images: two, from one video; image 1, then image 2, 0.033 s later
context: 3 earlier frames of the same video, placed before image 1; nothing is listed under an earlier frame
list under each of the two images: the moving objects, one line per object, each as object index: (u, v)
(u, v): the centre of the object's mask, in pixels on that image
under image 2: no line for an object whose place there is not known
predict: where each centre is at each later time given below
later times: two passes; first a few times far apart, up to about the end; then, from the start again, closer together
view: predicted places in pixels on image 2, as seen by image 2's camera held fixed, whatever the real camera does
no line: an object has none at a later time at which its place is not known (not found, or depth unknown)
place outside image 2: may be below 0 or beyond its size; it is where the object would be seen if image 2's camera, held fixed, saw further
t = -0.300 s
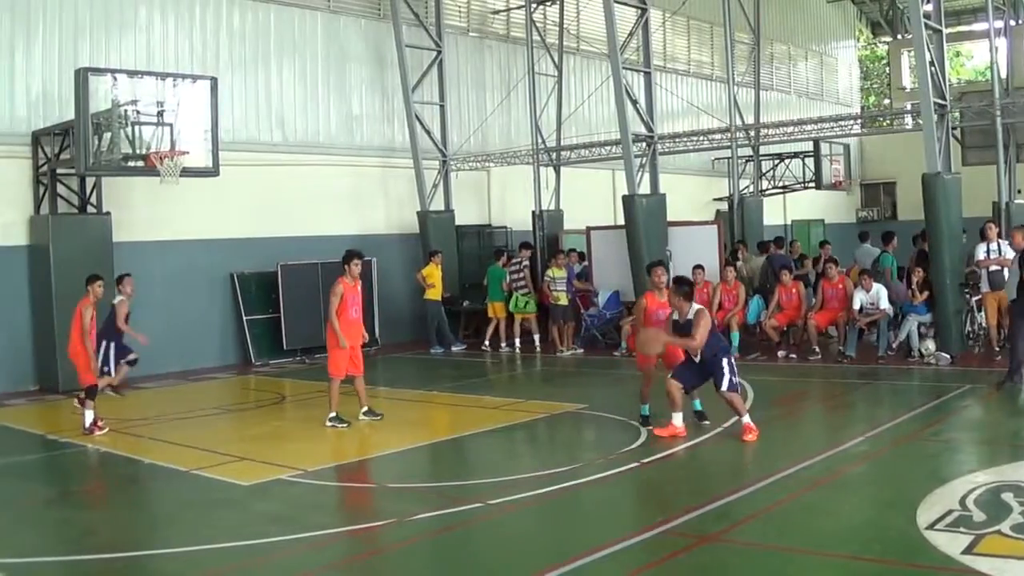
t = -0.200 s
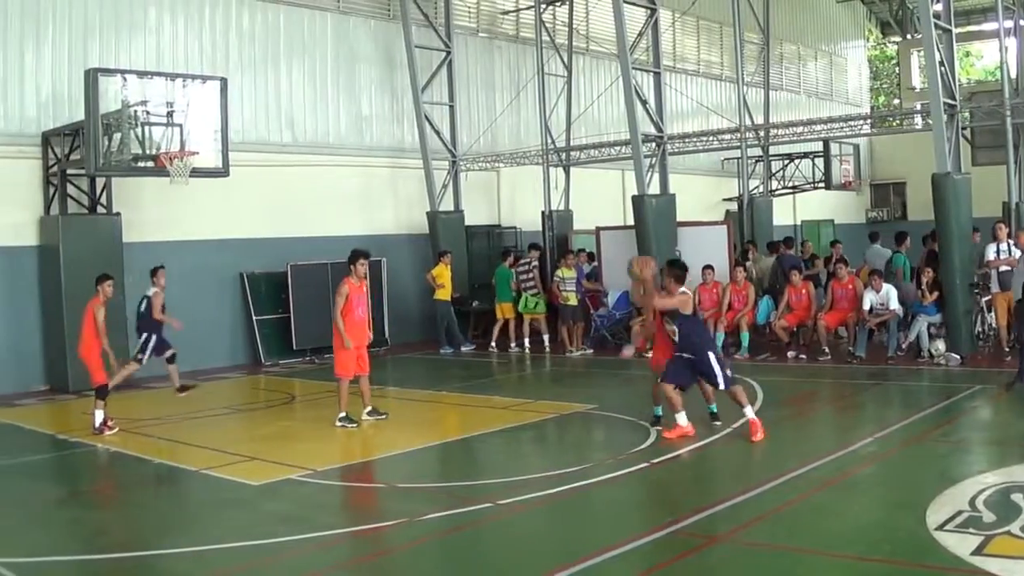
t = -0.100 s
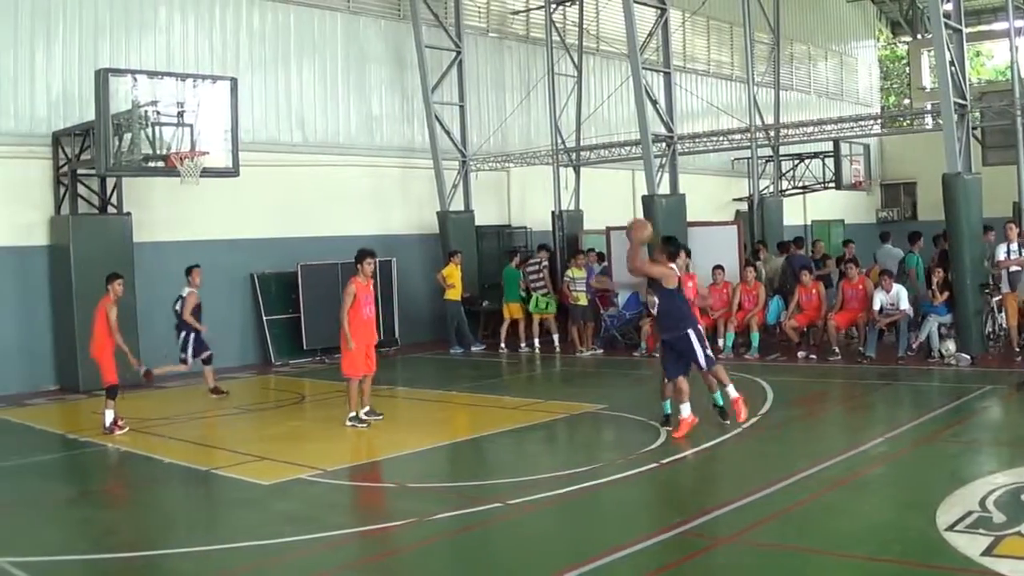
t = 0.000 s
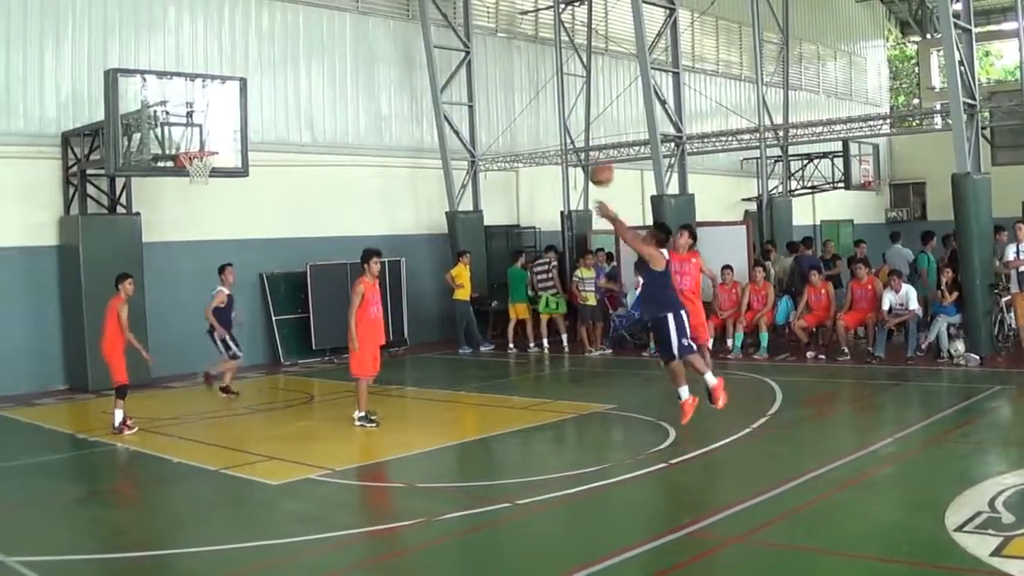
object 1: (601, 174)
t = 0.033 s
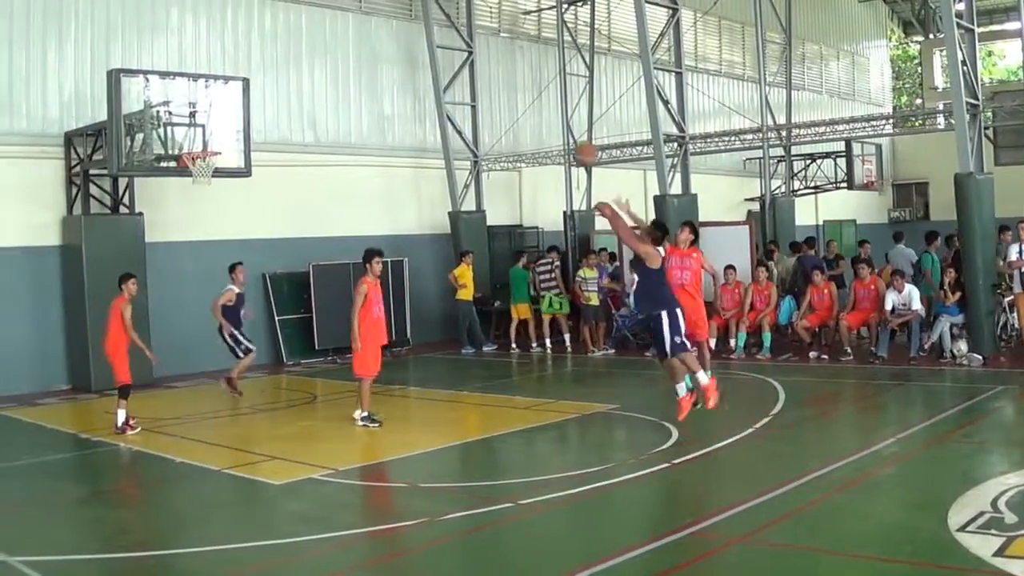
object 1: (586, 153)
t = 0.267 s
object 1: (467, 56)
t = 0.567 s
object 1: (346, 23)
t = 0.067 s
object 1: (567, 134)
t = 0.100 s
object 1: (549, 118)
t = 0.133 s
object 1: (533, 102)
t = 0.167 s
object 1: (516, 89)
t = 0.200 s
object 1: (498, 76)
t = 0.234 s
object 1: (484, 65)
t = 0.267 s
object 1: (467, 56)
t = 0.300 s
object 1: (455, 47)
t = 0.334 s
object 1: (439, 40)
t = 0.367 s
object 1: (424, 35)
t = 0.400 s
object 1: (411, 30)
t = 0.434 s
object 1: (398, 27)
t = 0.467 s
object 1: (383, 24)
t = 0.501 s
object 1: (371, 23)
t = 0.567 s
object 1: (346, 23)
